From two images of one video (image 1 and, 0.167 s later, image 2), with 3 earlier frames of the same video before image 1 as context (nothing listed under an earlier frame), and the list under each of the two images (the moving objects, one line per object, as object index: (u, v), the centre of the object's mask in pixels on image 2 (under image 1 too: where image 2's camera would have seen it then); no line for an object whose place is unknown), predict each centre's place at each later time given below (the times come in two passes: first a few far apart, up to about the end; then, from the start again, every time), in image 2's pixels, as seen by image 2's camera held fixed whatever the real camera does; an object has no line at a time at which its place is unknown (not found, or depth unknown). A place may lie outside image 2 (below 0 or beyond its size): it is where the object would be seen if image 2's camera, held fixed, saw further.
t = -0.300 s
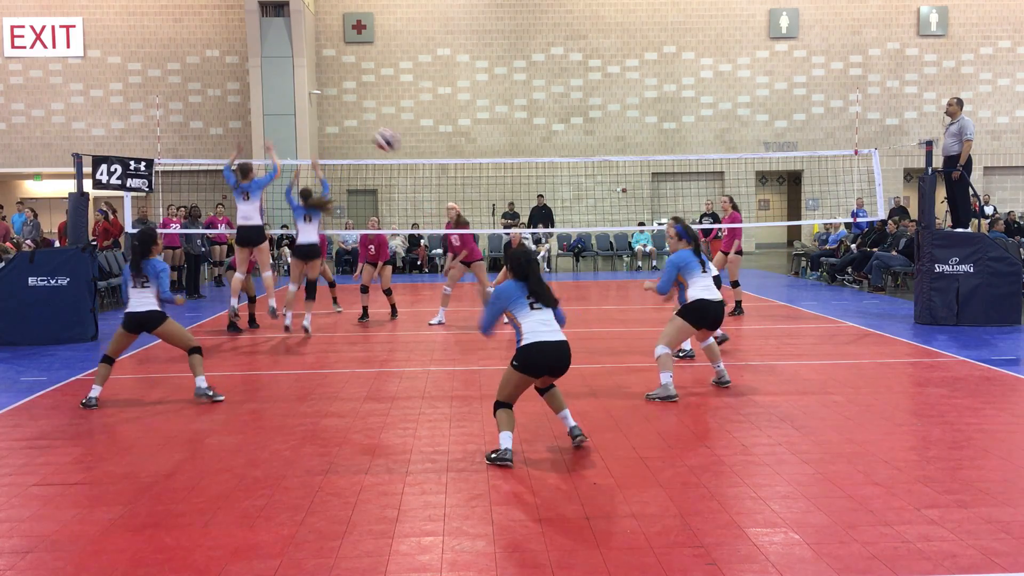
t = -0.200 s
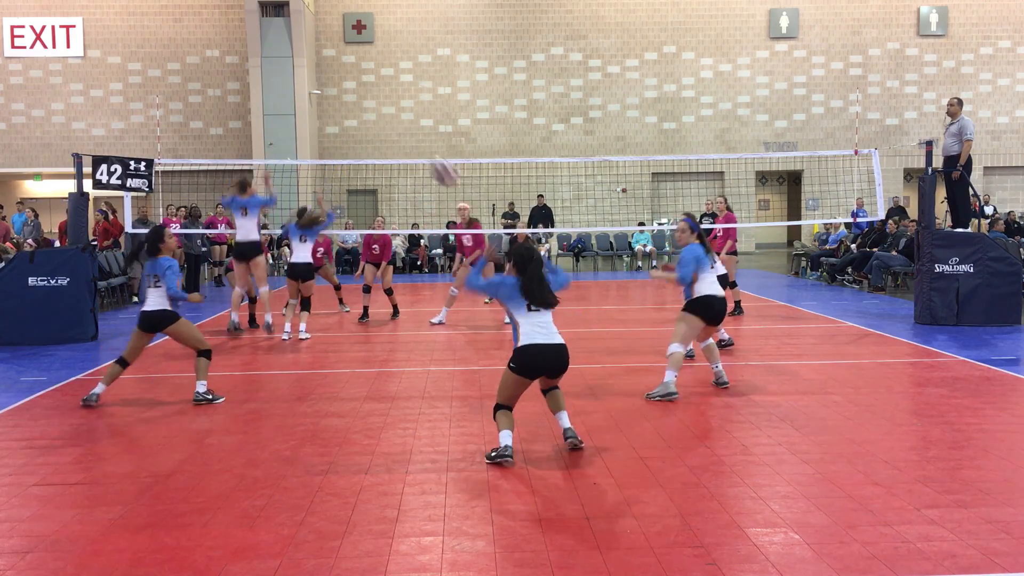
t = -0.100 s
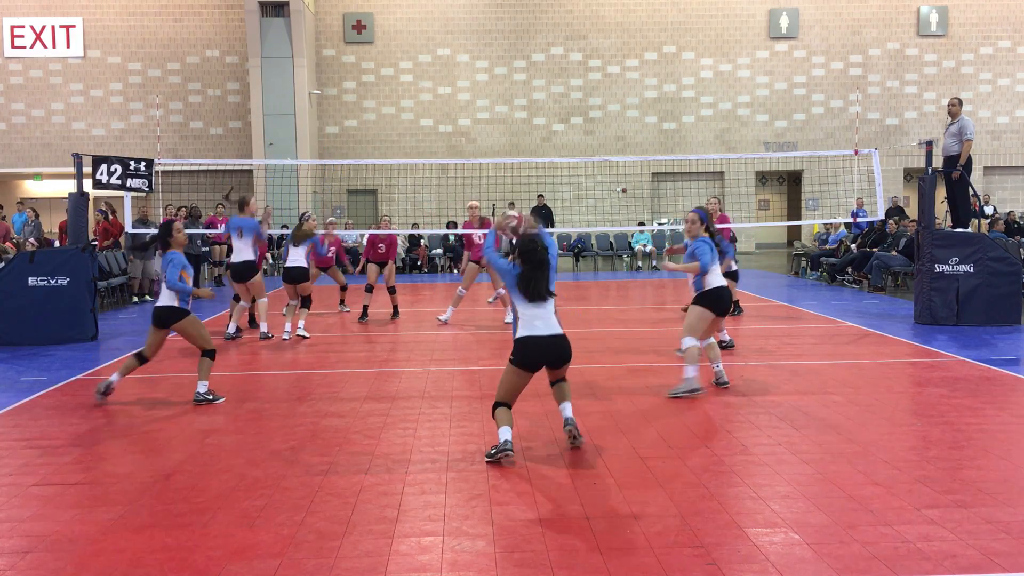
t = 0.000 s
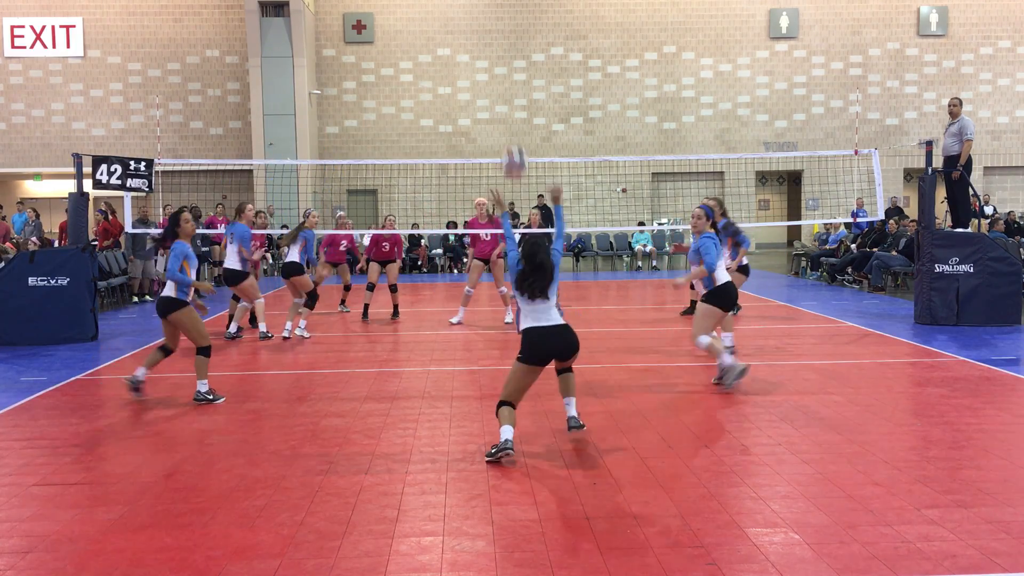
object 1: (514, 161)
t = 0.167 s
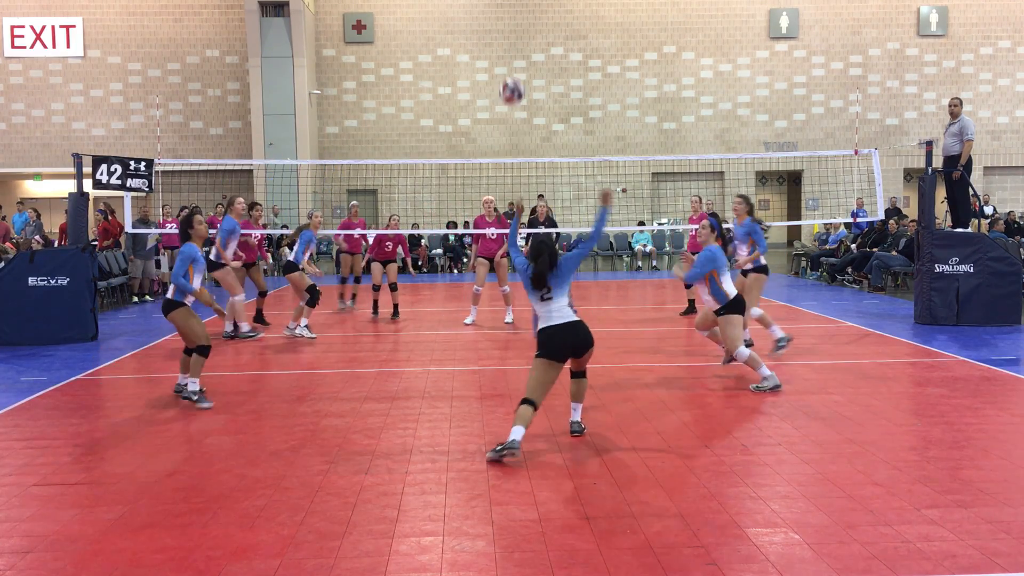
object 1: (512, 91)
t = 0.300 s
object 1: (511, 63)
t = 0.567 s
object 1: (511, 72)
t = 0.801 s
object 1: (512, 131)
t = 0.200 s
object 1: (512, 81)
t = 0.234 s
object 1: (511, 73)
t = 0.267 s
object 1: (510, 68)
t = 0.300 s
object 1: (511, 63)
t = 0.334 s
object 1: (511, 60)
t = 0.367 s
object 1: (510, 58)
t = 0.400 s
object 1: (510, 58)
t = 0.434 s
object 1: (510, 58)
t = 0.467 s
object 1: (510, 60)
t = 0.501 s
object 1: (510, 63)
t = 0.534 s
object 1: (510, 67)
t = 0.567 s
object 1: (511, 72)
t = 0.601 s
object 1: (511, 78)
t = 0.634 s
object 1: (511, 85)
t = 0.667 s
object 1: (510, 93)
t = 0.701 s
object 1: (511, 102)
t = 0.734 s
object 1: (512, 111)
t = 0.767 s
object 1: (512, 122)
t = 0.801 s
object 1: (512, 131)
